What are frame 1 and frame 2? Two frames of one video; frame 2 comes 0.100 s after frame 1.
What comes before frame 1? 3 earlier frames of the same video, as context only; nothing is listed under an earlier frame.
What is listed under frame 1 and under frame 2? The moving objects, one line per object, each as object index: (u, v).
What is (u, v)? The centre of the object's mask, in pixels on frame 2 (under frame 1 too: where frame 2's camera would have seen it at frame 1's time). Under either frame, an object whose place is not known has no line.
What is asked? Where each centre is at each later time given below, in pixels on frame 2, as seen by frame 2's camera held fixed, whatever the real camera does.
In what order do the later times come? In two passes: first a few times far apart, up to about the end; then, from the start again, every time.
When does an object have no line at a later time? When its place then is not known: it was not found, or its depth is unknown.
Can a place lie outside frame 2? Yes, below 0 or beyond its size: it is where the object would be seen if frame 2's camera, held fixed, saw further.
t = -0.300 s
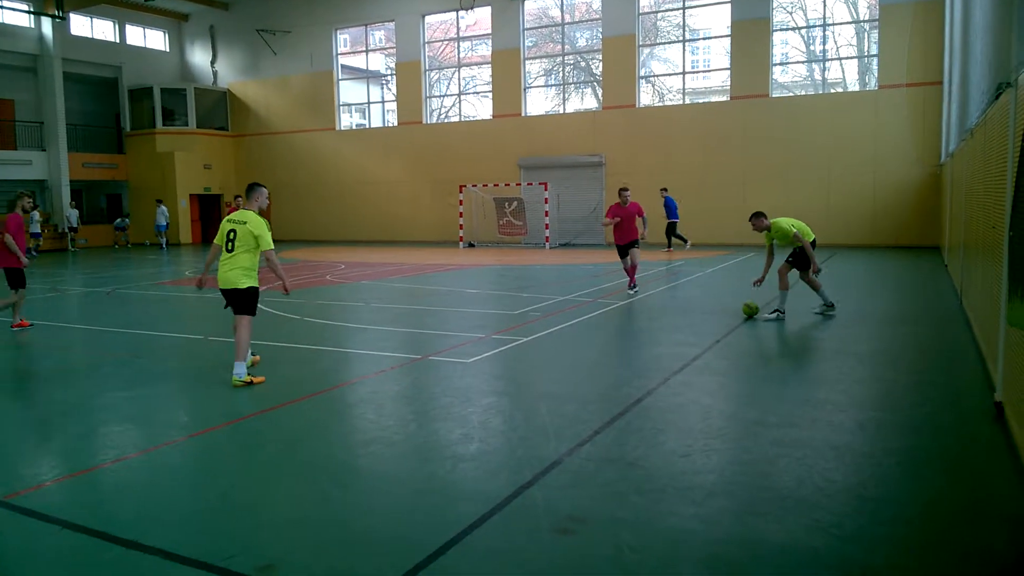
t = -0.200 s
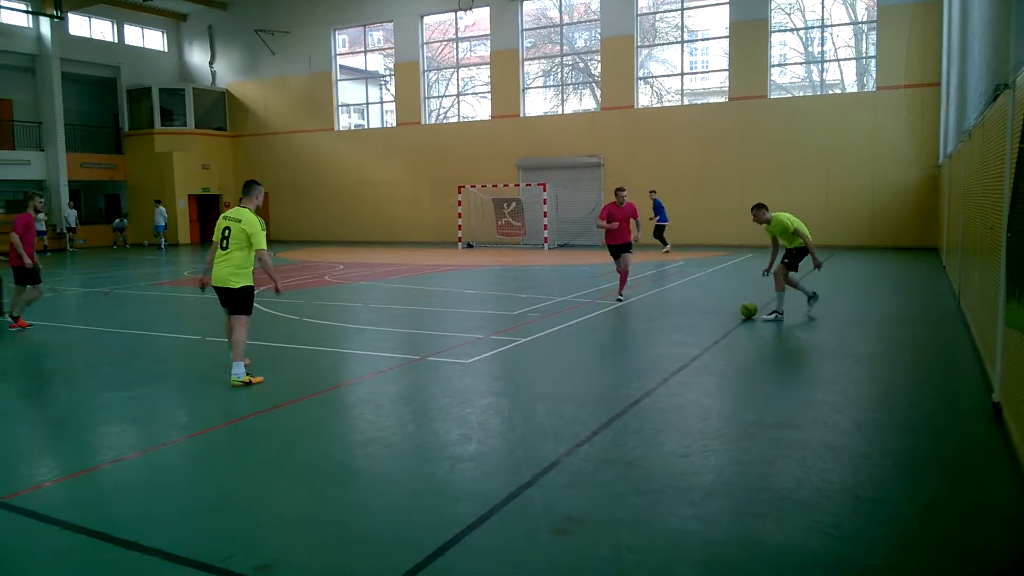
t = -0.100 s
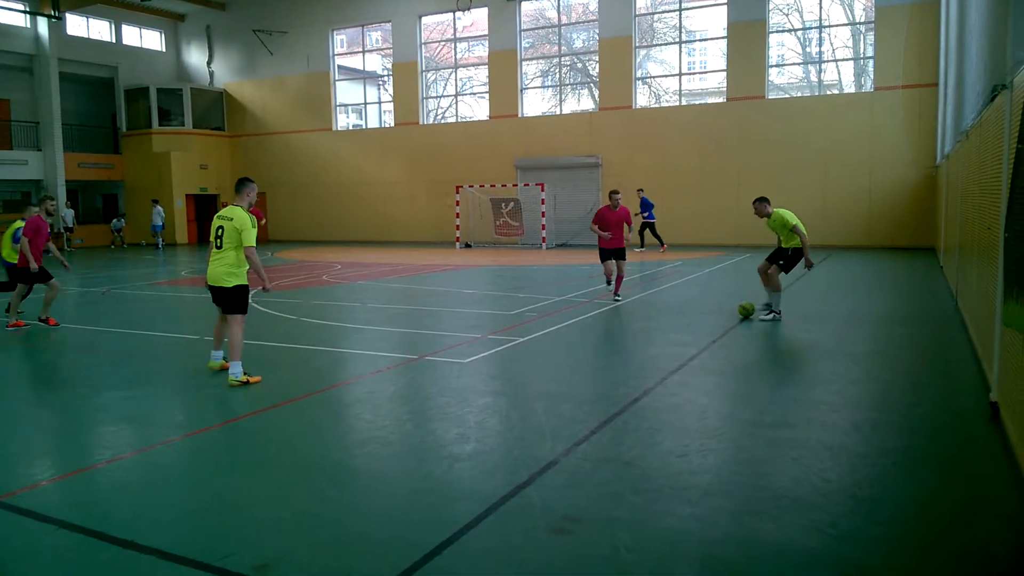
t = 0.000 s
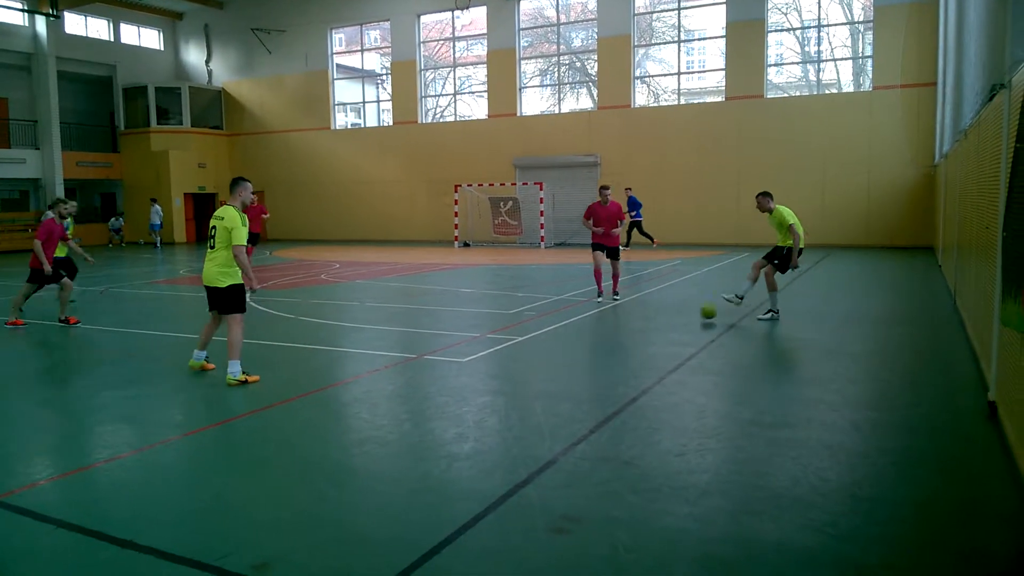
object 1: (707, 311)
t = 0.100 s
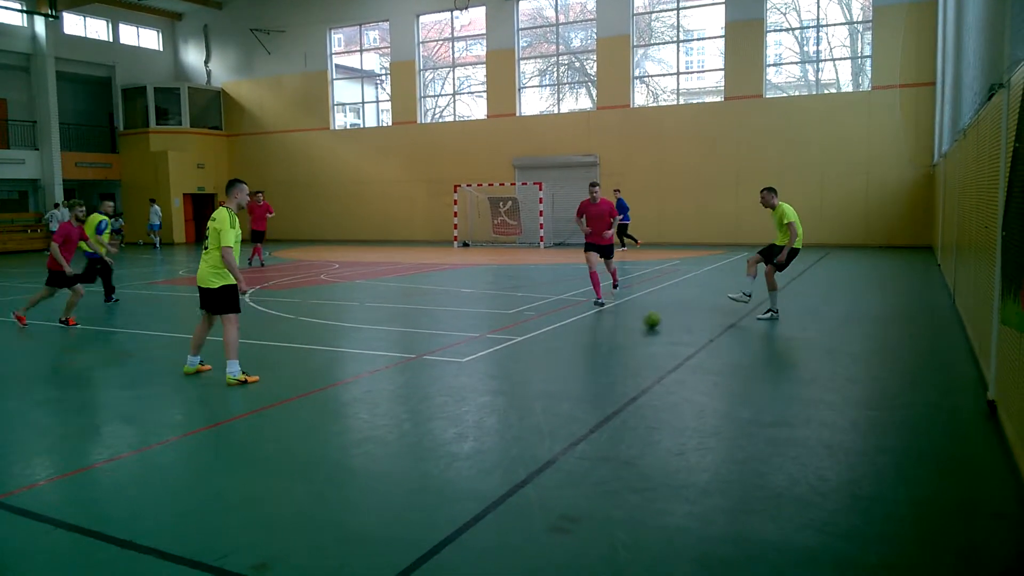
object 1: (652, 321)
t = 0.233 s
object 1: (576, 331)
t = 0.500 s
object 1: (416, 351)
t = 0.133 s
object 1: (633, 322)
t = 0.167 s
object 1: (614, 323)
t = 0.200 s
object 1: (595, 327)
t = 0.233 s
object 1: (576, 331)
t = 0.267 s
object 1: (556, 332)
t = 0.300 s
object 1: (536, 336)
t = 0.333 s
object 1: (517, 337)
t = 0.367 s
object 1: (497, 341)
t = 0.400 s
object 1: (477, 342)
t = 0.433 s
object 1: (456, 345)
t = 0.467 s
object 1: (436, 348)
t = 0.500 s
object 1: (416, 351)
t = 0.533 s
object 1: (393, 353)
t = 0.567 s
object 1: (374, 356)
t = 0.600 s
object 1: (353, 358)
